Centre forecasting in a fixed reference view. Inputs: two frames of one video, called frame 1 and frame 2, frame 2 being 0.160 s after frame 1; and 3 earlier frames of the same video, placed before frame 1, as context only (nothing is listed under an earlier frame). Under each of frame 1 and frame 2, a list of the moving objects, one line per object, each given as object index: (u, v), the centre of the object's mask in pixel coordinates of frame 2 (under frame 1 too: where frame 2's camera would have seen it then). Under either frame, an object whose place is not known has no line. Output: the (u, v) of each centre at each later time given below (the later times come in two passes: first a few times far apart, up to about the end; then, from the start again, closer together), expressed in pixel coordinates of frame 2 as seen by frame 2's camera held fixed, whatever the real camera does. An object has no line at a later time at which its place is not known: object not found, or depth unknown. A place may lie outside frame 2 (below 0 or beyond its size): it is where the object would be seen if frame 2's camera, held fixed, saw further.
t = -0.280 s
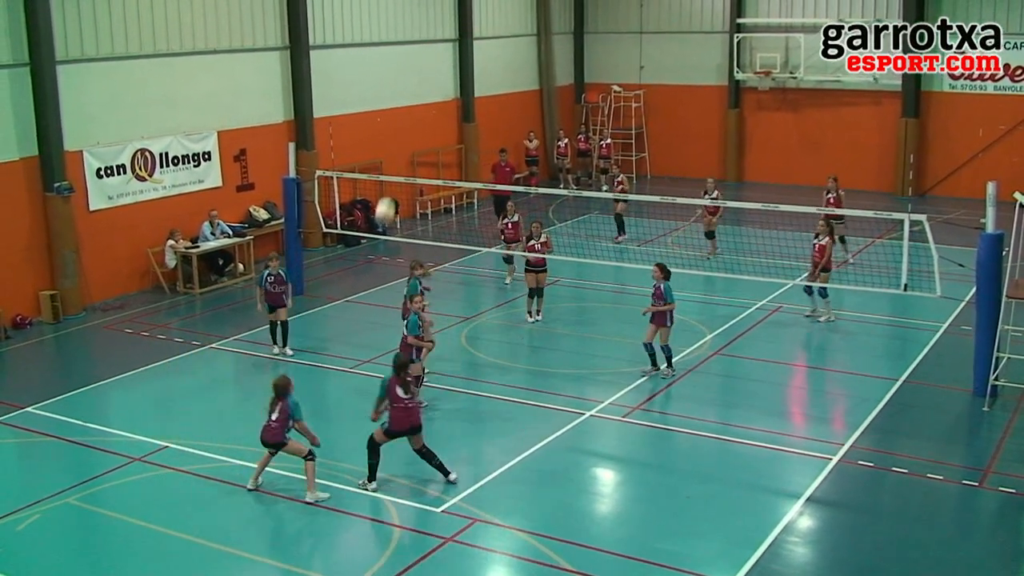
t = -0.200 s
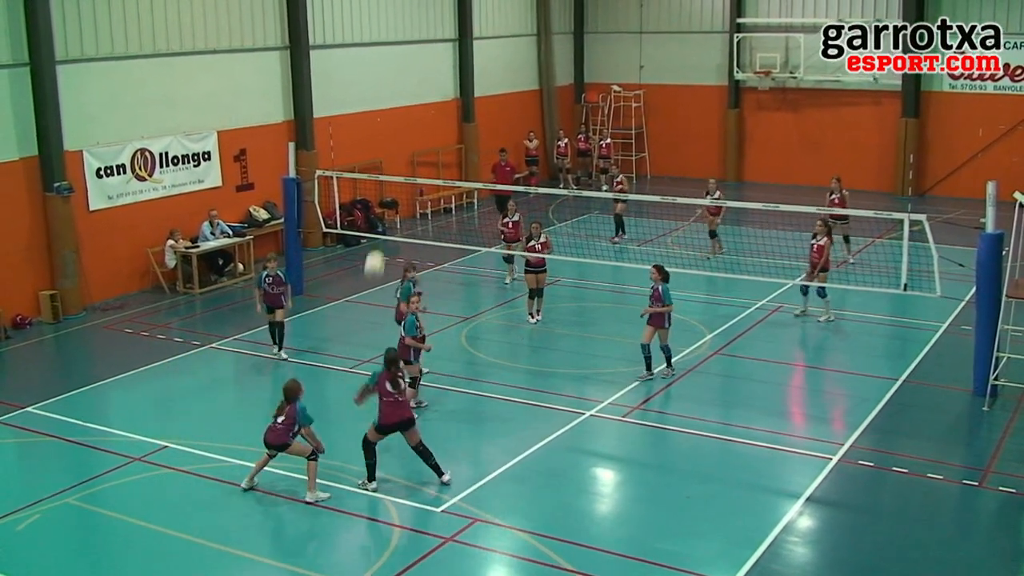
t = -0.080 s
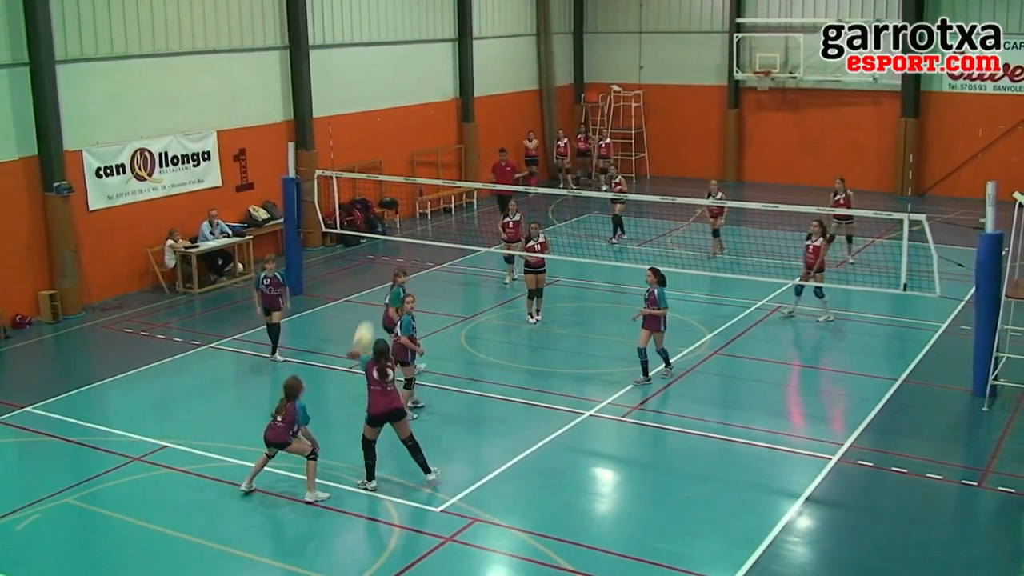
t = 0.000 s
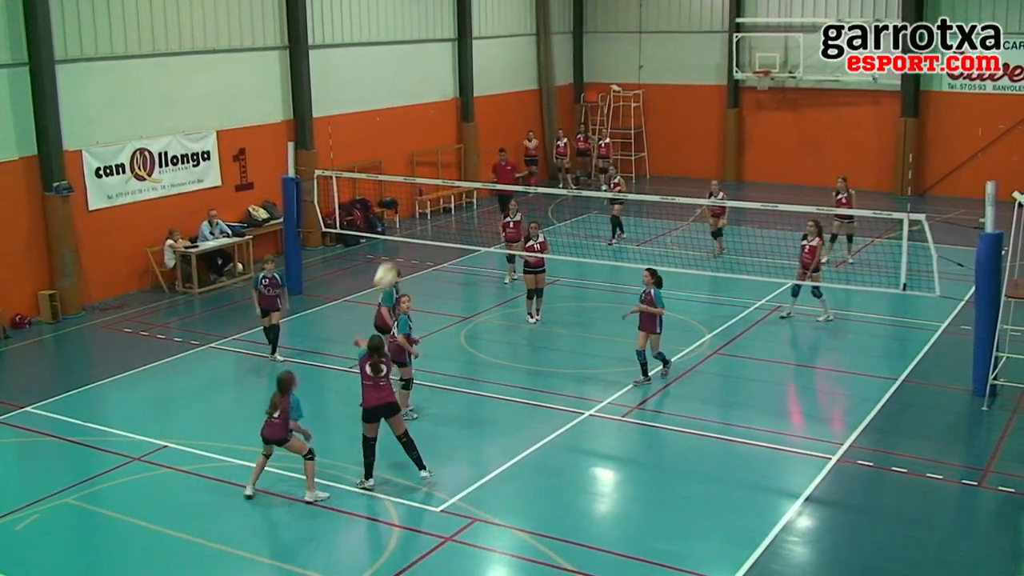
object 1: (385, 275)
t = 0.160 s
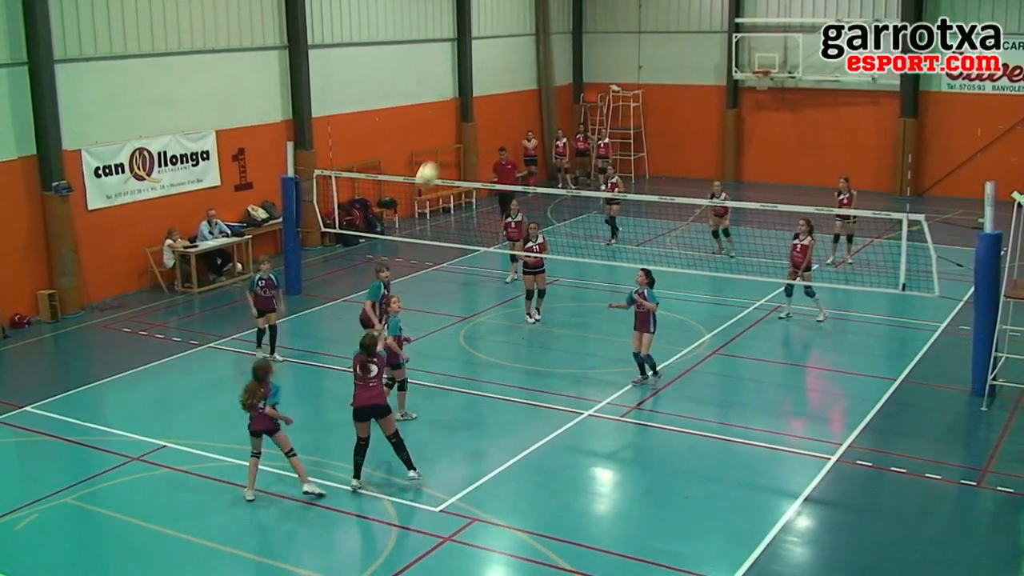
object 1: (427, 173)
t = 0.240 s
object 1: (448, 133)
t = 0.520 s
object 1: (524, 40)
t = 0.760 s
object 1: (587, 23)
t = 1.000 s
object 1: (646, 61)
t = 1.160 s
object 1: (682, 115)
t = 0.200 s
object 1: (438, 153)
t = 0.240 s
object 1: (448, 133)
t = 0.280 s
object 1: (460, 115)
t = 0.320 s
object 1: (470, 98)
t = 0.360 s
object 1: (480, 81)
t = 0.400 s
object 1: (492, 70)
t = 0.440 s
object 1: (503, 58)
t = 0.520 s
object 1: (524, 40)
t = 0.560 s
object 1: (535, 33)
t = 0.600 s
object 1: (545, 28)
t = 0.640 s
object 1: (556, 25)
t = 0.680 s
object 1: (566, 22)
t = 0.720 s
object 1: (577, 23)
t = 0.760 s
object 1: (587, 23)
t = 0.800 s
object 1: (597, 25)
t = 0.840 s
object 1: (607, 30)
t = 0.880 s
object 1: (617, 35)
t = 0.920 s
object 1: (627, 42)
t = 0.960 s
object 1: (636, 51)
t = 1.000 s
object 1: (646, 61)
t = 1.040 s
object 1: (655, 72)
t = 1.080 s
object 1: (664, 86)
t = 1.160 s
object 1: (682, 115)
